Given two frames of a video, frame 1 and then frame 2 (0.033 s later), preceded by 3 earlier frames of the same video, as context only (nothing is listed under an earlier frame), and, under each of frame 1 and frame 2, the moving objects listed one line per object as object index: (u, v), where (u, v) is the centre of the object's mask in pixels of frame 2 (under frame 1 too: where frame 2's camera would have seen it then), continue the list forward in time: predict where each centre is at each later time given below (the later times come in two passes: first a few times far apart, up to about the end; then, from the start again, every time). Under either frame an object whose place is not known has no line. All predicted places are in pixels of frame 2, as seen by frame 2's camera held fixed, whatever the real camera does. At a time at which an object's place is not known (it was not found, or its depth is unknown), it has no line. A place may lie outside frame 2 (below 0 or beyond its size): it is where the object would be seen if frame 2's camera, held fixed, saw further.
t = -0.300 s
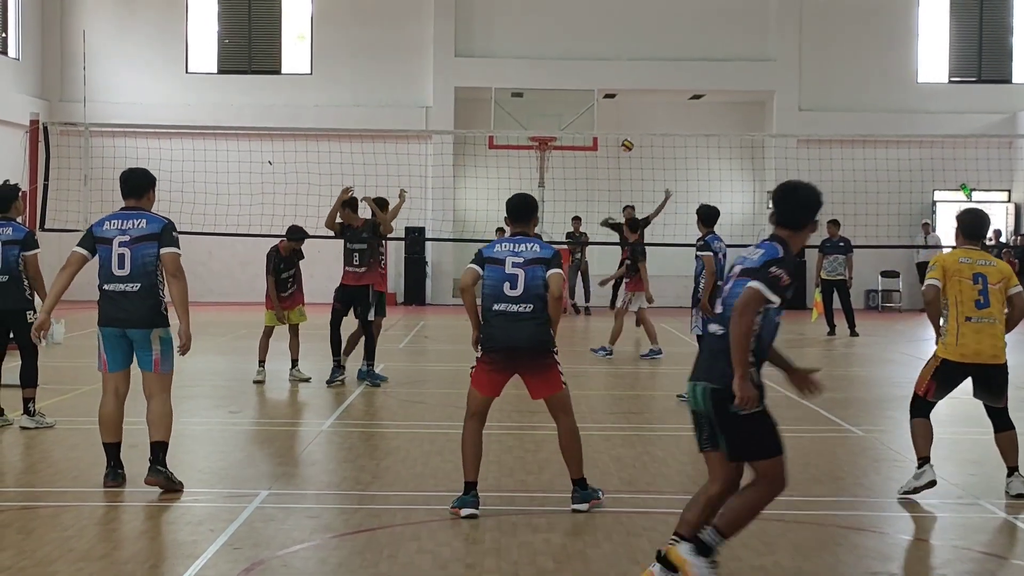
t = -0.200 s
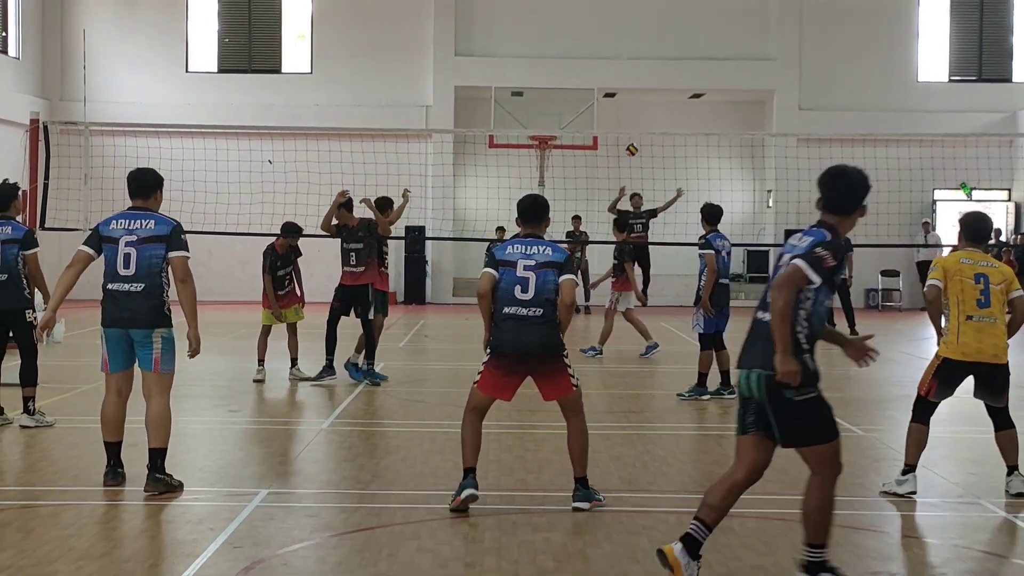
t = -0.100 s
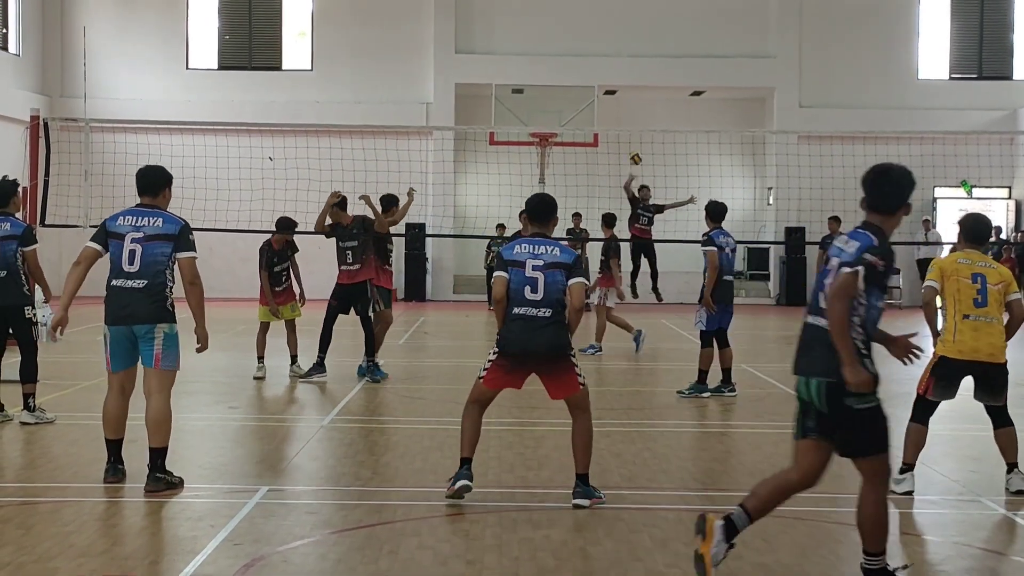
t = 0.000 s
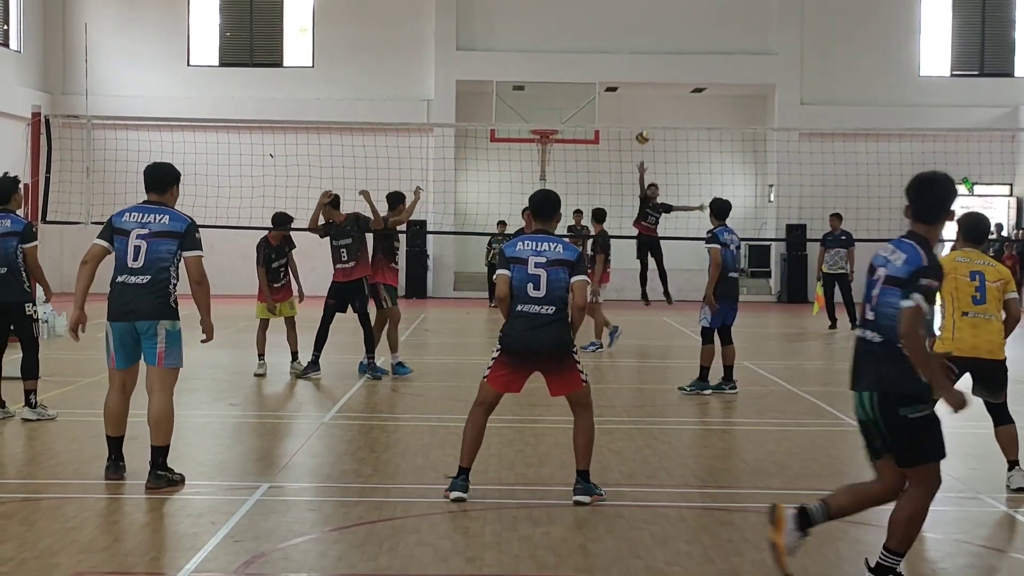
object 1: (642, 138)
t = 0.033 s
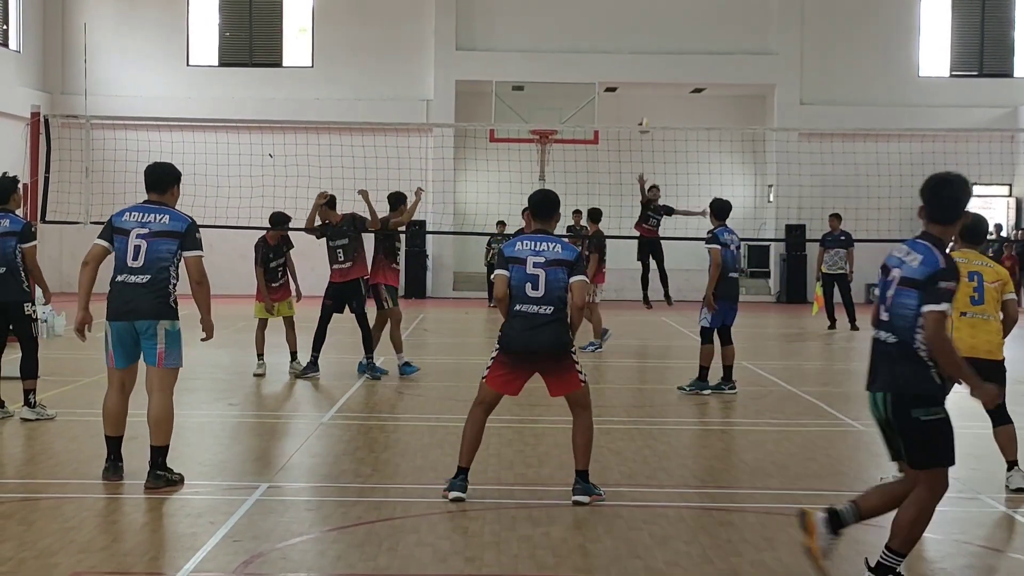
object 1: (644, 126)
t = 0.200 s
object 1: (655, 82)
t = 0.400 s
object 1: (674, 49)
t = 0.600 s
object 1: (700, 47)
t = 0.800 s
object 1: (740, 92)
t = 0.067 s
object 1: (646, 115)
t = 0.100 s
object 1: (648, 106)
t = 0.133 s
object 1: (651, 97)
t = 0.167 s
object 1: (652, 89)
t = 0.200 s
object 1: (655, 82)
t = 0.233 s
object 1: (658, 74)
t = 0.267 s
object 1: (661, 68)
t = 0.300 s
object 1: (663, 62)
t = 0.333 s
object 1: (667, 57)
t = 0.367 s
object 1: (670, 53)
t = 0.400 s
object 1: (674, 49)
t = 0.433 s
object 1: (678, 47)
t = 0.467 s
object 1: (682, 45)
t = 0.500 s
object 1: (686, 44)
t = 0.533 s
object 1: (690, 44)
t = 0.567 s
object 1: (695, 45)
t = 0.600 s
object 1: (700, 47)
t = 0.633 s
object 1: (705, 50)
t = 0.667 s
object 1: (711, 55)
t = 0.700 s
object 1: (718, 61)
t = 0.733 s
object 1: (725, 69)
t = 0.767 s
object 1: (733, 79)
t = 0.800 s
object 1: (740, 92)
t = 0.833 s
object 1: (749, 106)
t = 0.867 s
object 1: (757, 123)
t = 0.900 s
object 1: (764, 144)
